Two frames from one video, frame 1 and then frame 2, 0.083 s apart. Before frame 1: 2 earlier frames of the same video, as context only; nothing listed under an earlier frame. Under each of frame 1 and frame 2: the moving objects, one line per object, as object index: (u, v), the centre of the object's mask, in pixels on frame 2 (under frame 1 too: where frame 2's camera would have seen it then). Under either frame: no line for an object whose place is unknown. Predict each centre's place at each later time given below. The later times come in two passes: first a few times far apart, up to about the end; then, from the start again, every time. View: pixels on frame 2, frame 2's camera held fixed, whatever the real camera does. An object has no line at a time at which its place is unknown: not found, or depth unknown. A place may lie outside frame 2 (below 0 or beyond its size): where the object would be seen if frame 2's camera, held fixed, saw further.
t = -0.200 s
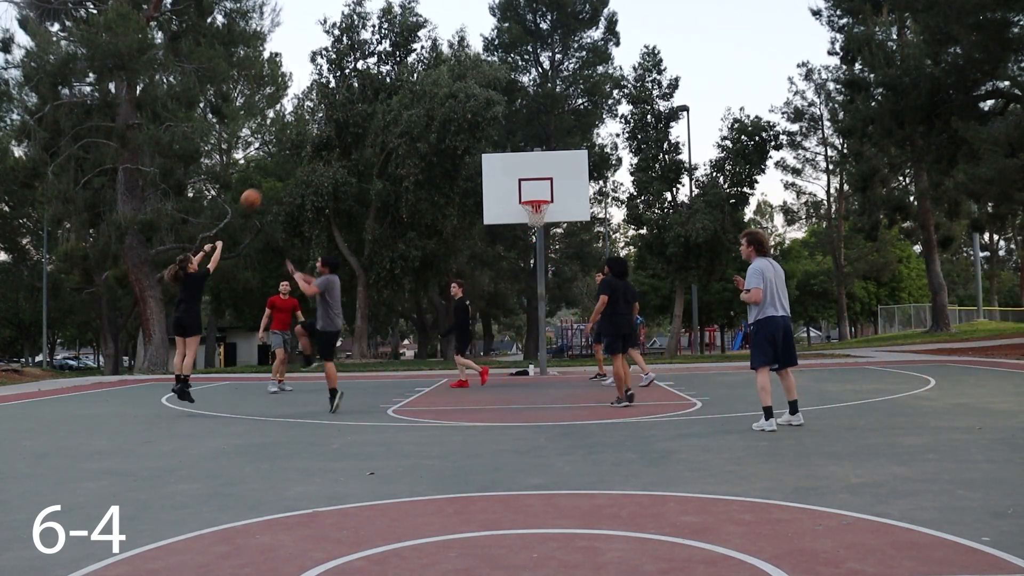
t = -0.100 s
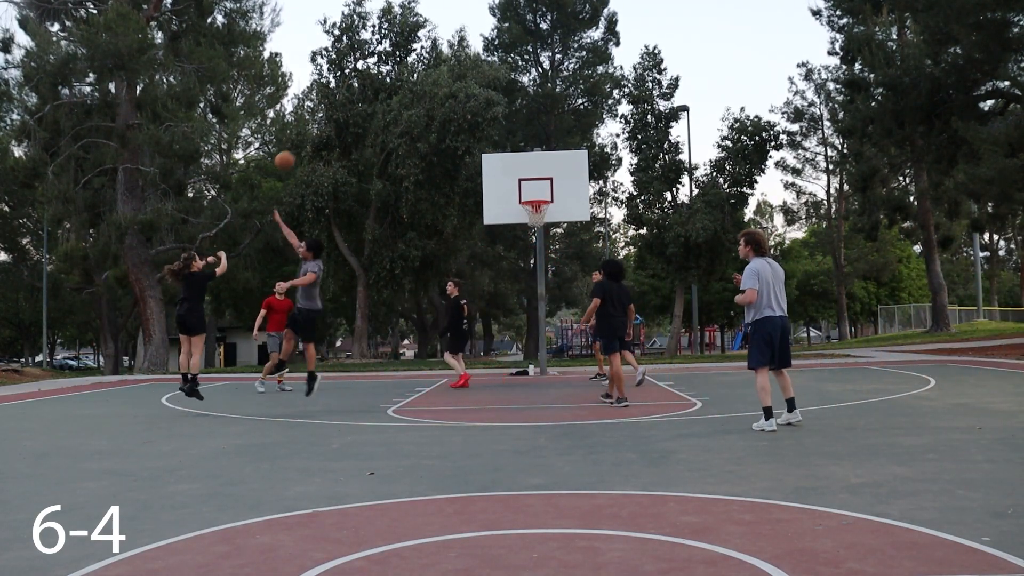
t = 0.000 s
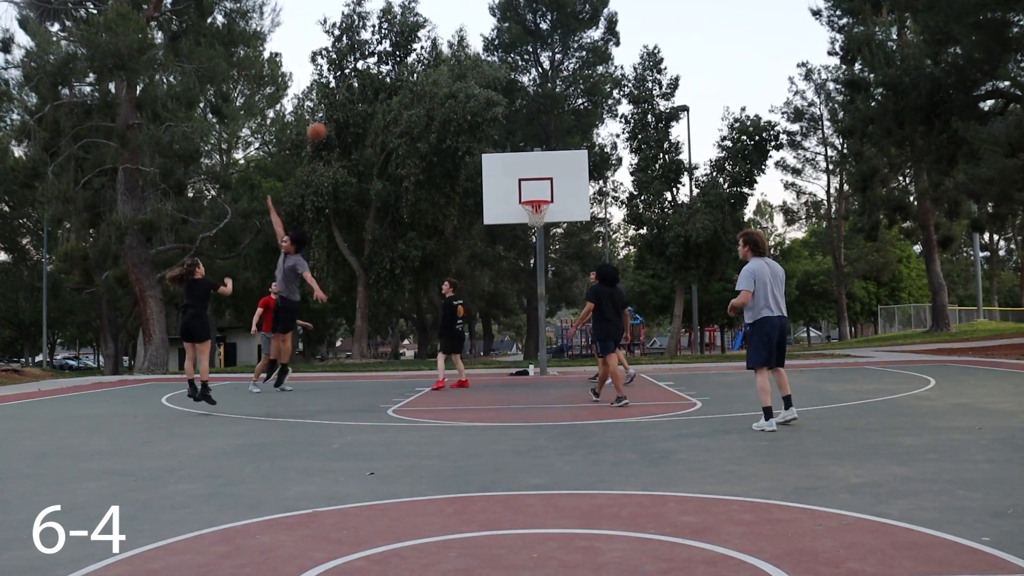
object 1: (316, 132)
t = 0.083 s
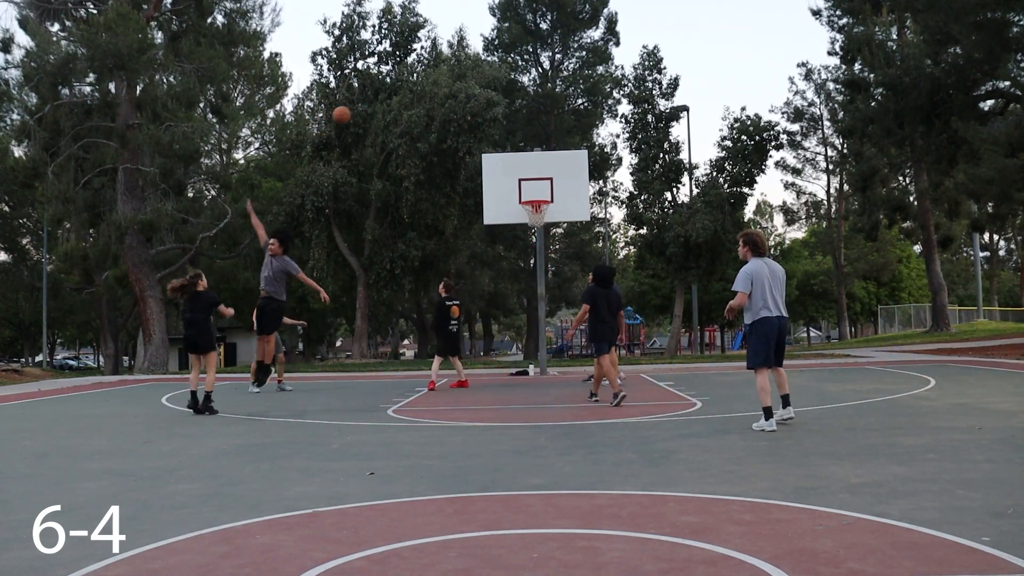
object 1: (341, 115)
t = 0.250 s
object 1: (387, 97)
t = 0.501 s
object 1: (448, 105)
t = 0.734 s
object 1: (500, 144)
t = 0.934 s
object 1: (539, 196)
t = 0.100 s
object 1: (346, 112)
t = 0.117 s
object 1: (351, 110)
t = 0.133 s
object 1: (356, 107)
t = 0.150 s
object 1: (360, 105)
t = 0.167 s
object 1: (365, 103)
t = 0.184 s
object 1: (370, 102)
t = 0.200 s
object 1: (374, 100)
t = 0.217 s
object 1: (378, 99)
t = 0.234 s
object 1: (383, 98)
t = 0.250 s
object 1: (387, 97)
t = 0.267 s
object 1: (392, 96)
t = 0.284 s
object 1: (396, 96)
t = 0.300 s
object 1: (400, 95)
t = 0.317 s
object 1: (404, 95)
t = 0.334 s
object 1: (409, 95)
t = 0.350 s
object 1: (413, 95)
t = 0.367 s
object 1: (417, 96)
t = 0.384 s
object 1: (421, 96)
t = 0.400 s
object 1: (425, 97)
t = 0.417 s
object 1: (429, 98)
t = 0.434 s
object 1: (433, 99)
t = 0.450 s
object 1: (437, 101)
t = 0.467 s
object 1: (441, 102)
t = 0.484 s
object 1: (445, 103)
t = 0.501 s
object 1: (448, 105)
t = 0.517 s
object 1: (453, 107)
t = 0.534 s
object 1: (456, 109)
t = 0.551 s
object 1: (460, 111)
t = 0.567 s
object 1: (464, 113)
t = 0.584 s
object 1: (467, 116)
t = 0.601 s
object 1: (471, 118)
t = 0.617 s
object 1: (475, 121)
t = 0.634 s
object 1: (478, 123)
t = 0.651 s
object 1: (482, 127)
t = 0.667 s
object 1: (486, 130)
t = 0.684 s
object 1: (489, 133)
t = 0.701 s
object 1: (492, 136)
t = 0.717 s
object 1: (496, 140)
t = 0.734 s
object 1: (500, 144)
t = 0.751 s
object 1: (503, 147)
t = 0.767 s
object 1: (506, 151)
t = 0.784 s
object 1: (510, 155)
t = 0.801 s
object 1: (513, 160)
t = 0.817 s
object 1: (517, 164)
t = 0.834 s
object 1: (520, 169)
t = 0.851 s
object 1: (523, 173)
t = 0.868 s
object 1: (527, 178)
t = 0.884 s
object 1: (530, 184)
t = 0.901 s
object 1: (533, 188)
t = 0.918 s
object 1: (536, 193)
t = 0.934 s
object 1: (539, 196)
